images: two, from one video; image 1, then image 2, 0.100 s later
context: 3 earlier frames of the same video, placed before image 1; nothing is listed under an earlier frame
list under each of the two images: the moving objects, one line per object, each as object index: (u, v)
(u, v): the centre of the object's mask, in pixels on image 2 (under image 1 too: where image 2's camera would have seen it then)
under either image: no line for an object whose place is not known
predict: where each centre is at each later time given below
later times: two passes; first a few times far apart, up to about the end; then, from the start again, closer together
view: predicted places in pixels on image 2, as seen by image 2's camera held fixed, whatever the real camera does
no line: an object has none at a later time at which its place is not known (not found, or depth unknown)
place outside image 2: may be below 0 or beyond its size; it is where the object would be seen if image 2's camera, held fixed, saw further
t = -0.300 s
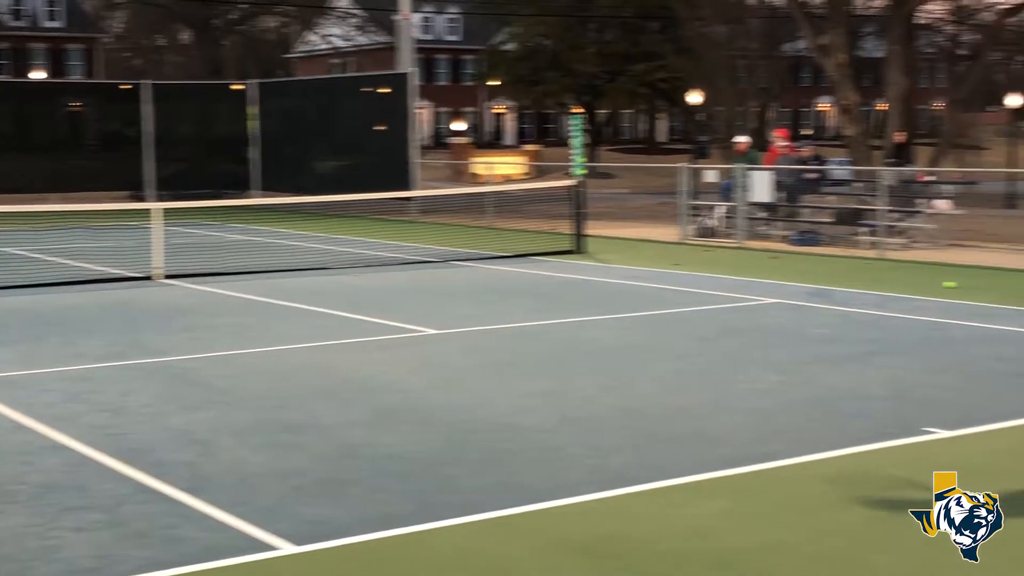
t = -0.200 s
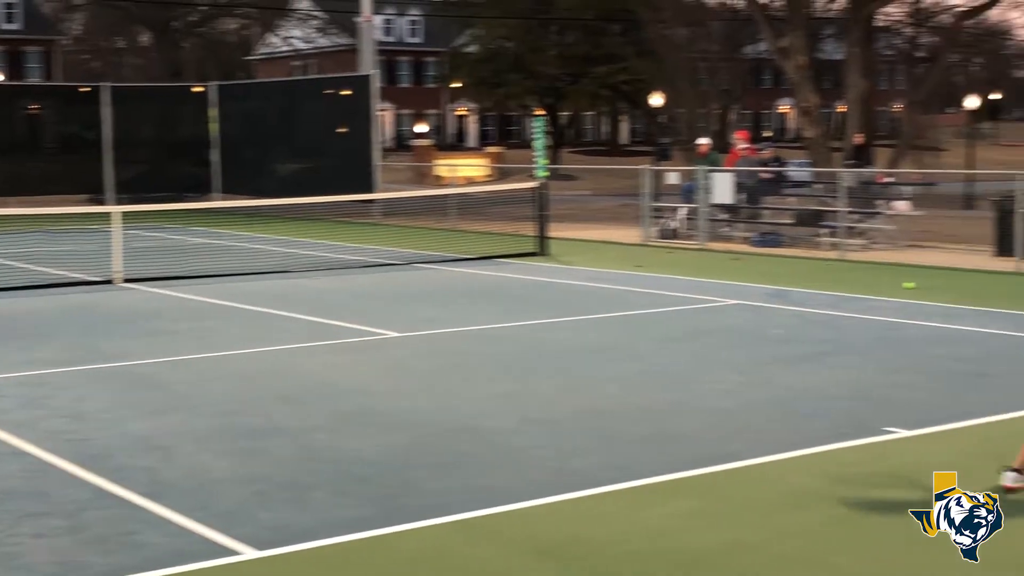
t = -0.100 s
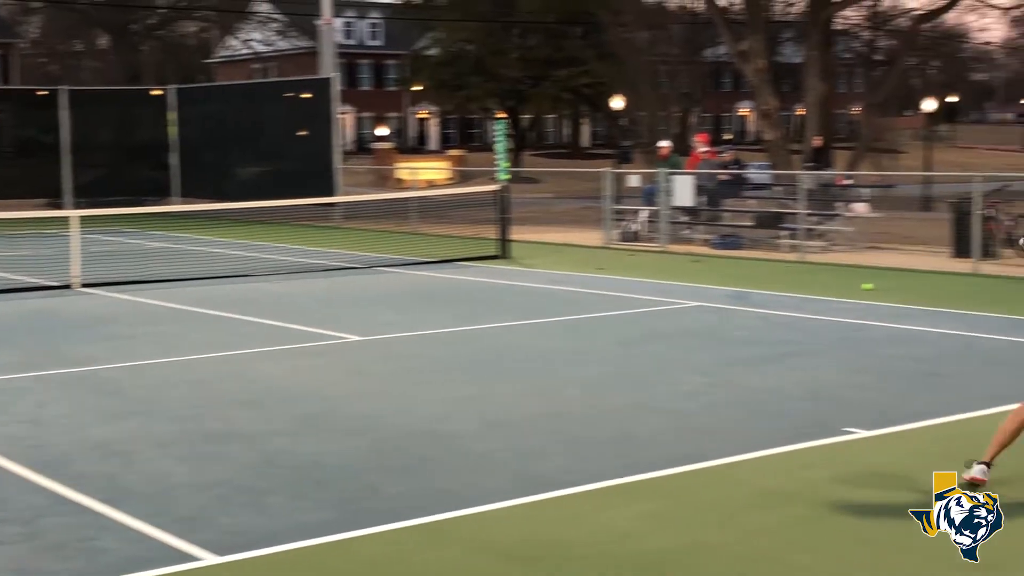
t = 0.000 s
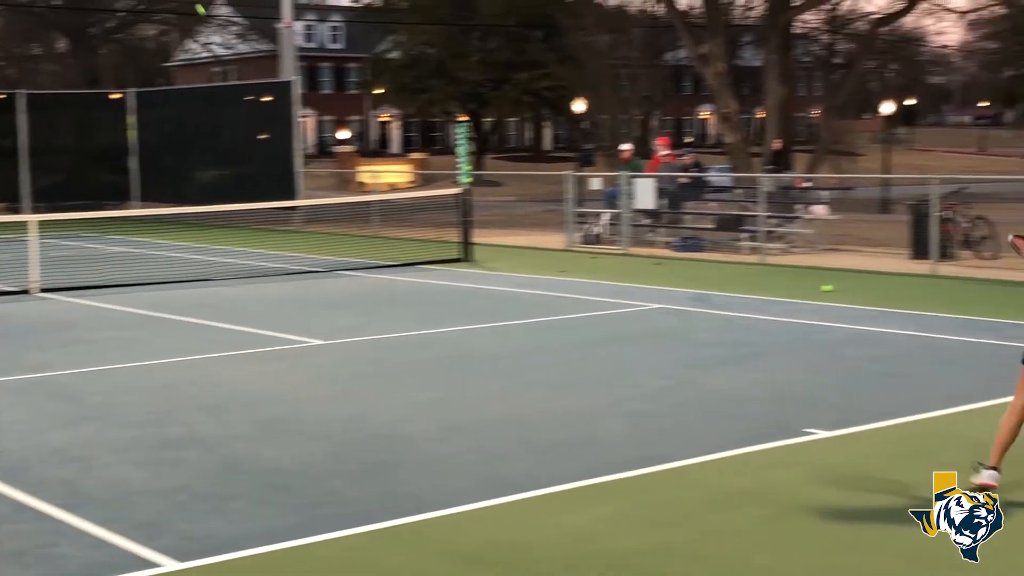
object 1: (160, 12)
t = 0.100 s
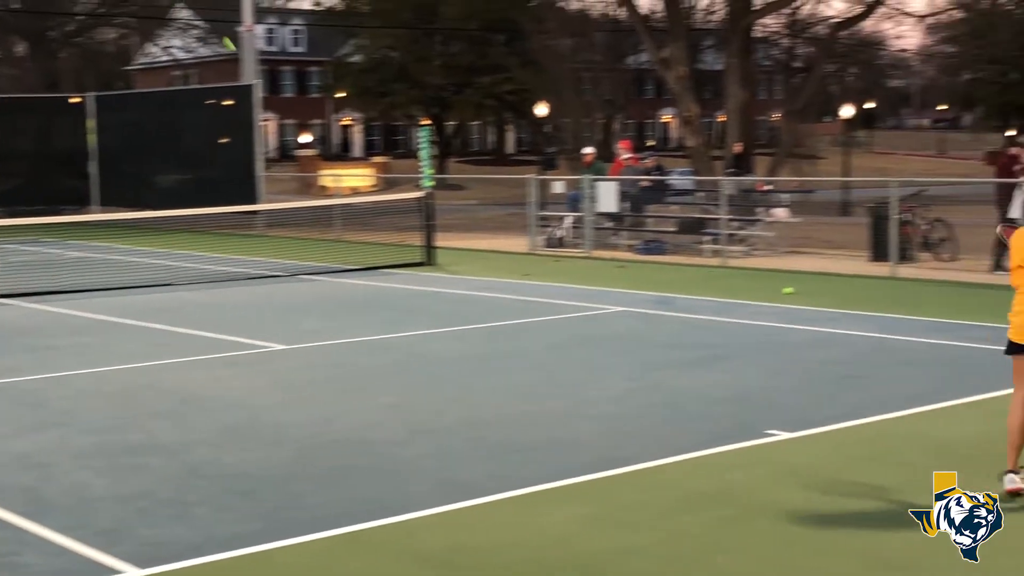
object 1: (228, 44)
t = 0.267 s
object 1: (358, 129)
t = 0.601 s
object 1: (666, 334)
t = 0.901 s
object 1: (891, 159)
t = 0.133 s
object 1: (253, 57)
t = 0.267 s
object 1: (358, 129)
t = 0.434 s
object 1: (513, 265)
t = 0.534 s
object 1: (621, 375)
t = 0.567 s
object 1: (645, 358)
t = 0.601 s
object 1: (666, 334)
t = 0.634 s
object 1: (689, 309)
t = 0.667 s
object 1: (711, 287)
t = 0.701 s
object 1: (733, 265)
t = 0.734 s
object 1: (758, 245)
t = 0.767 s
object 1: (783, 226)
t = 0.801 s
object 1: (810, 206)
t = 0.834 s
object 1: (836, 189)
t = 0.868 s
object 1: (864, 172)
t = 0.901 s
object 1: (891, 159)
